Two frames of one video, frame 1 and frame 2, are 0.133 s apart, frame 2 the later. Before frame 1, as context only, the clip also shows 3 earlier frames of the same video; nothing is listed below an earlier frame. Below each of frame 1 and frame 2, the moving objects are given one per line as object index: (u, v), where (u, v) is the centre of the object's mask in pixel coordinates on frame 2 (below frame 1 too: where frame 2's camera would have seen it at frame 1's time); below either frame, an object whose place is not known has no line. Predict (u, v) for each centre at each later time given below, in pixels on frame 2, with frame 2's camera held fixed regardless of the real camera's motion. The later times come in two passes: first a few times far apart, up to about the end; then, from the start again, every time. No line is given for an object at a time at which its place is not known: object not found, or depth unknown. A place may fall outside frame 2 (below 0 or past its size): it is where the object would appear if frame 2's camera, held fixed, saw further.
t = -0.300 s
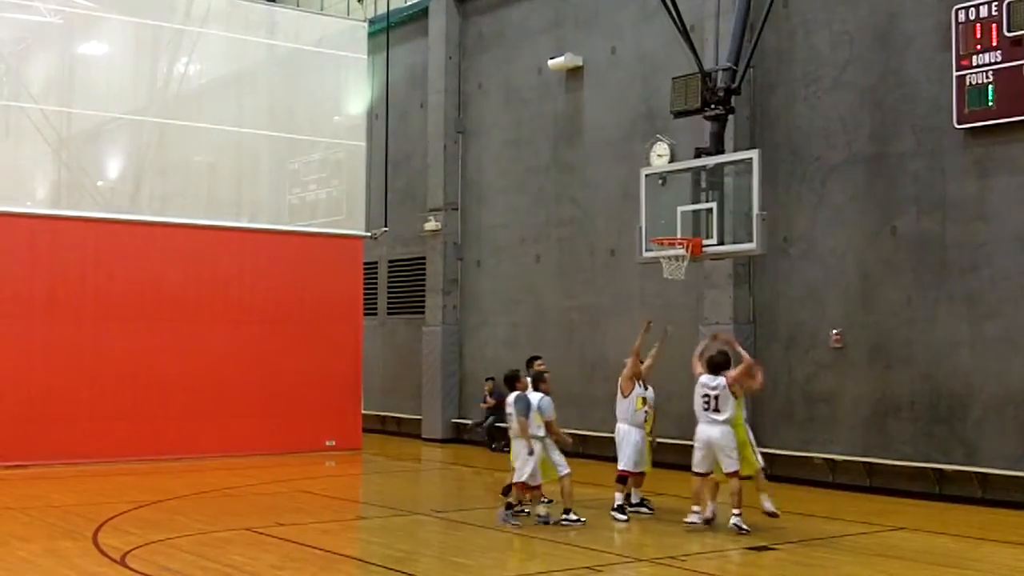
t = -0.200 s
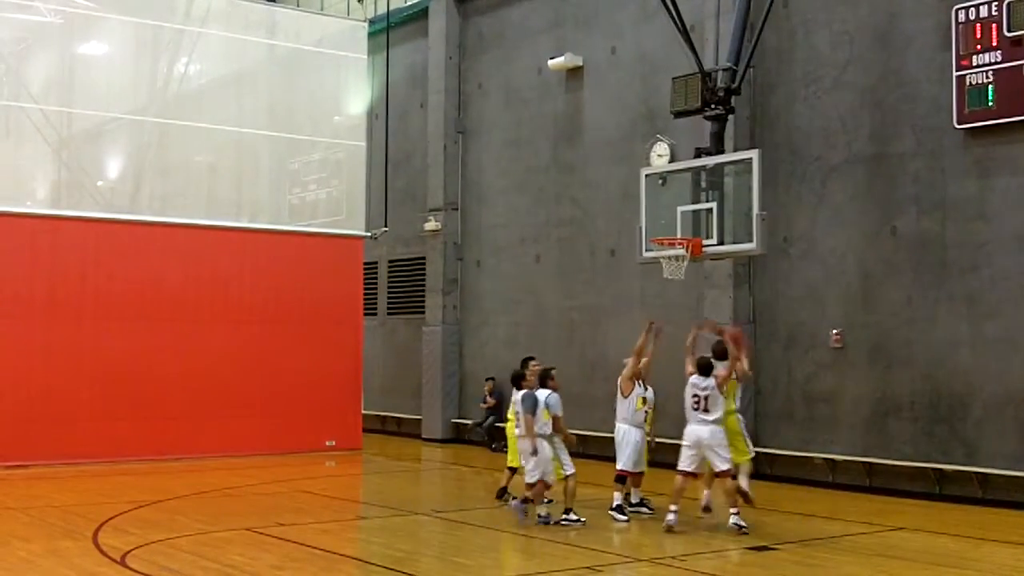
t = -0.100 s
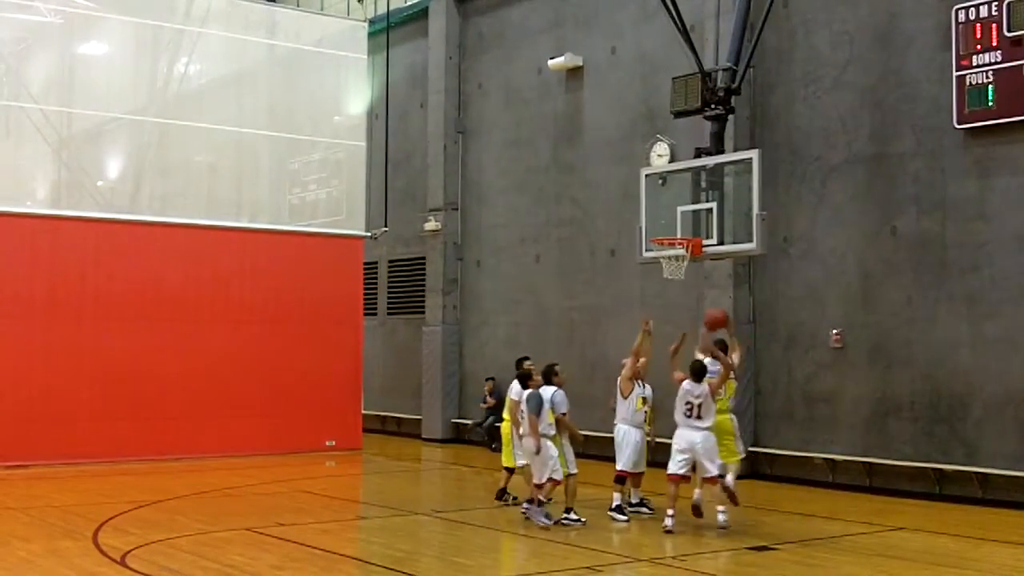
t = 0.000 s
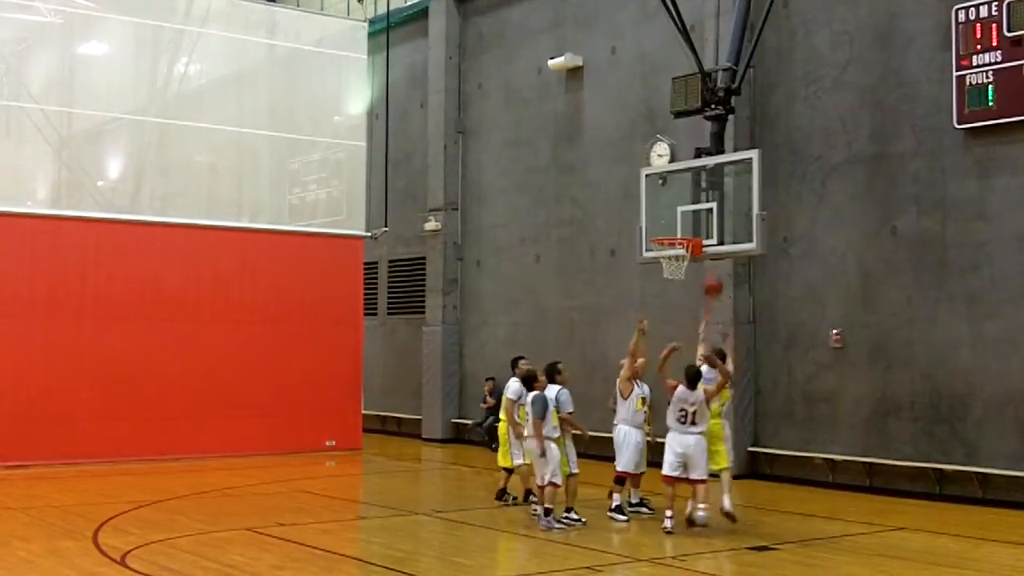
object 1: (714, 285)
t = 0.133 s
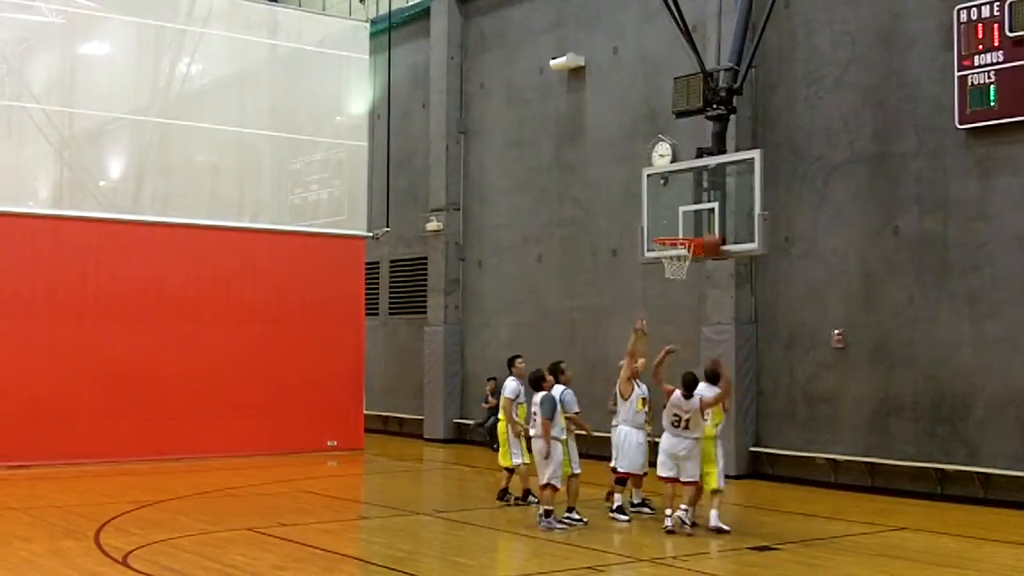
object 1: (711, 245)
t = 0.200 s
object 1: (705, 232)
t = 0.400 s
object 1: (690, 224)
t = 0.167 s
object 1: (708, 237)
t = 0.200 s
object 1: (705, 232)
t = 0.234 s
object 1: (703, 228)
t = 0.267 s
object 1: (699, 226)
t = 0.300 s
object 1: (697, 225)
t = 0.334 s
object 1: (694, 223)
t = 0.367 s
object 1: (692, 224)
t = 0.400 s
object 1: (690, 224)
